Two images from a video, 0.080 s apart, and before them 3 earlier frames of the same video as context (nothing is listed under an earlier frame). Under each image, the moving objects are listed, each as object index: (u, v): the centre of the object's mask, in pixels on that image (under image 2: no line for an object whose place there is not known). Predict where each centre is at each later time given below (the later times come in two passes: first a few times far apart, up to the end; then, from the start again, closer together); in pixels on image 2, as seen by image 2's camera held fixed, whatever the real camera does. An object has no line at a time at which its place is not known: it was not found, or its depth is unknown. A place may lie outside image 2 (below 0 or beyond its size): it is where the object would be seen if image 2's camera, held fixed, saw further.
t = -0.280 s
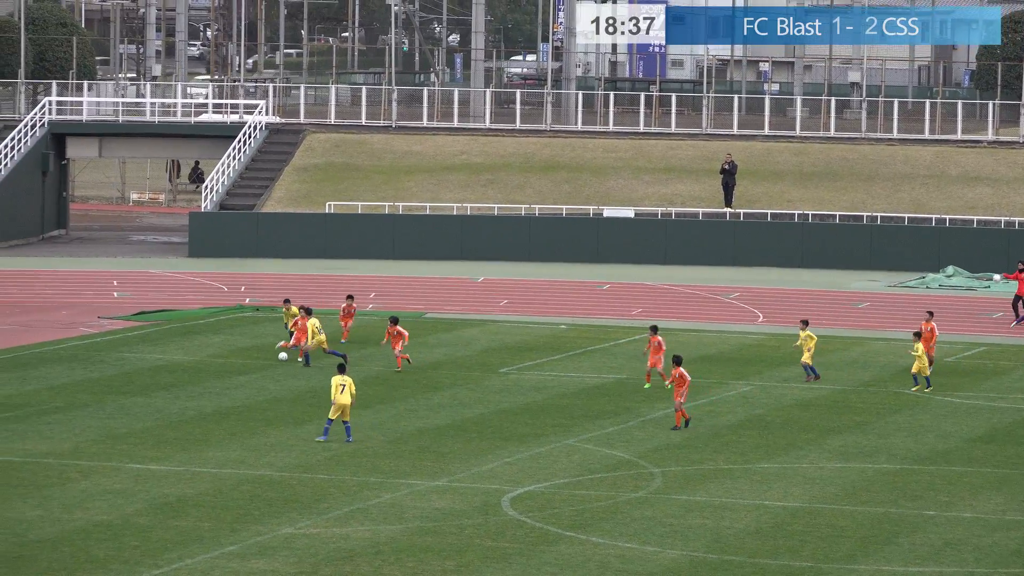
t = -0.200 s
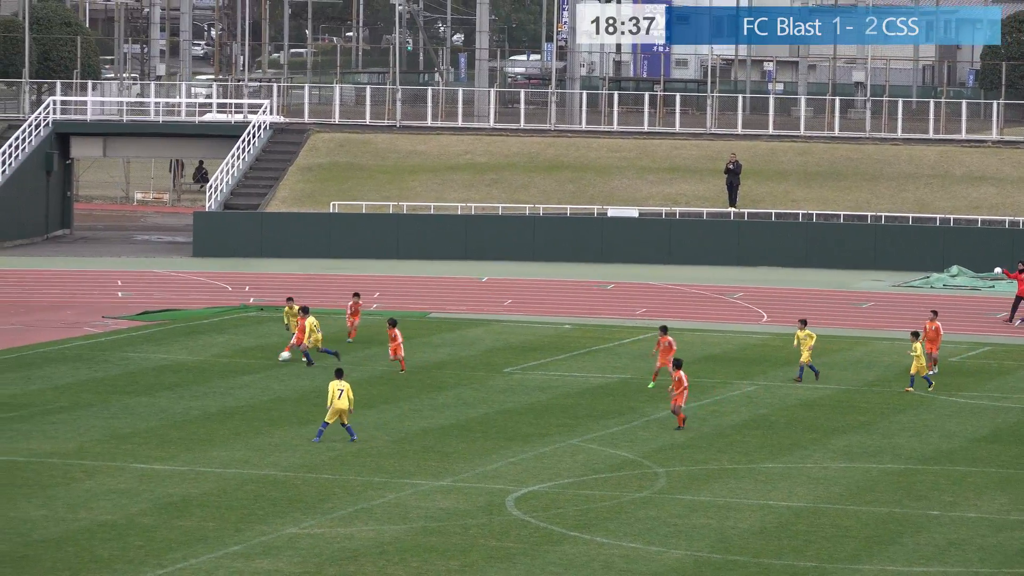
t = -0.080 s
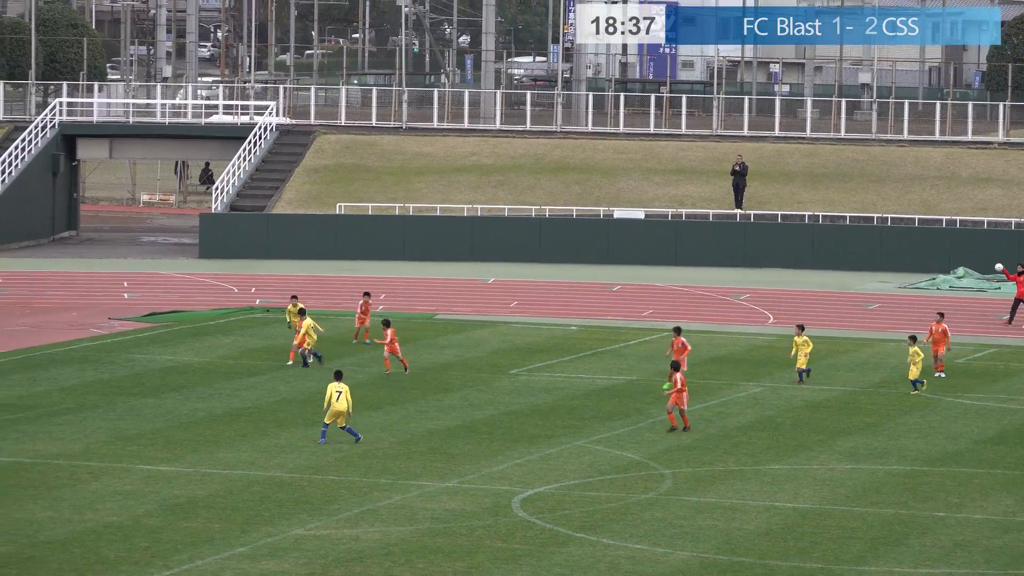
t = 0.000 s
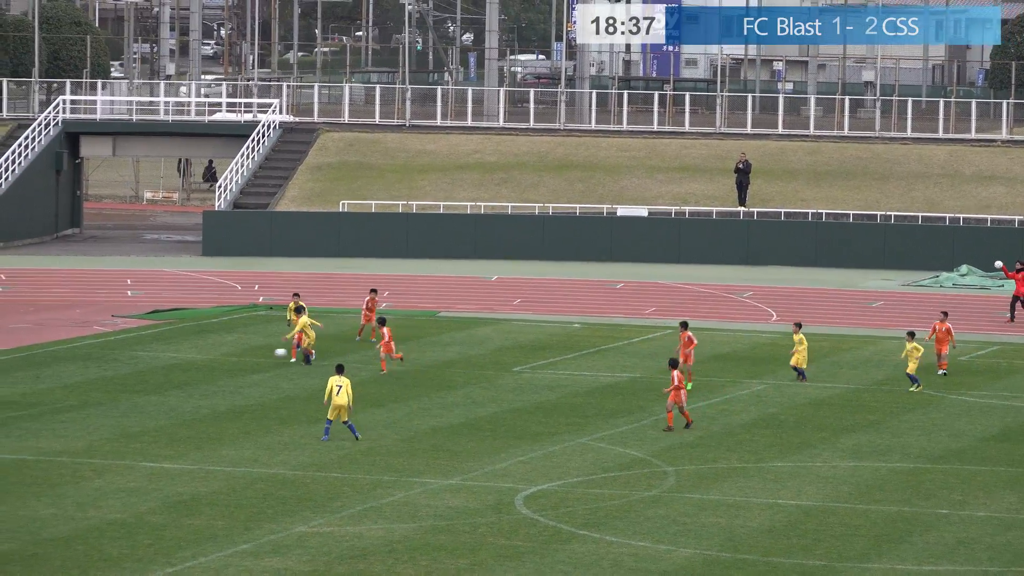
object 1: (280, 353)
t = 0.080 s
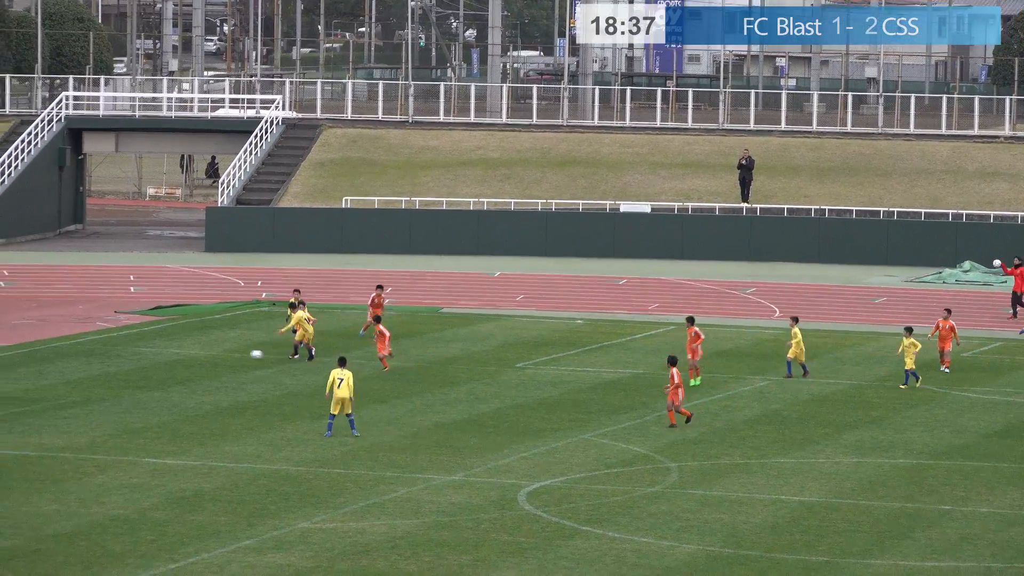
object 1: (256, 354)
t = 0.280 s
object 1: (200, 346)
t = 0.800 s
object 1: (94, 348)
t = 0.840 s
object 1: (89, 348)
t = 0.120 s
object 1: (245, 352)
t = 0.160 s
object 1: (234, 349)
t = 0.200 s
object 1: (223, 347)
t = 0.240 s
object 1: (213, 346)
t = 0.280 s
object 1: (200, 346)
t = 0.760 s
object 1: (99, 348)
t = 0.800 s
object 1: (94, 348)
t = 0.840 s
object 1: (89, 348)
